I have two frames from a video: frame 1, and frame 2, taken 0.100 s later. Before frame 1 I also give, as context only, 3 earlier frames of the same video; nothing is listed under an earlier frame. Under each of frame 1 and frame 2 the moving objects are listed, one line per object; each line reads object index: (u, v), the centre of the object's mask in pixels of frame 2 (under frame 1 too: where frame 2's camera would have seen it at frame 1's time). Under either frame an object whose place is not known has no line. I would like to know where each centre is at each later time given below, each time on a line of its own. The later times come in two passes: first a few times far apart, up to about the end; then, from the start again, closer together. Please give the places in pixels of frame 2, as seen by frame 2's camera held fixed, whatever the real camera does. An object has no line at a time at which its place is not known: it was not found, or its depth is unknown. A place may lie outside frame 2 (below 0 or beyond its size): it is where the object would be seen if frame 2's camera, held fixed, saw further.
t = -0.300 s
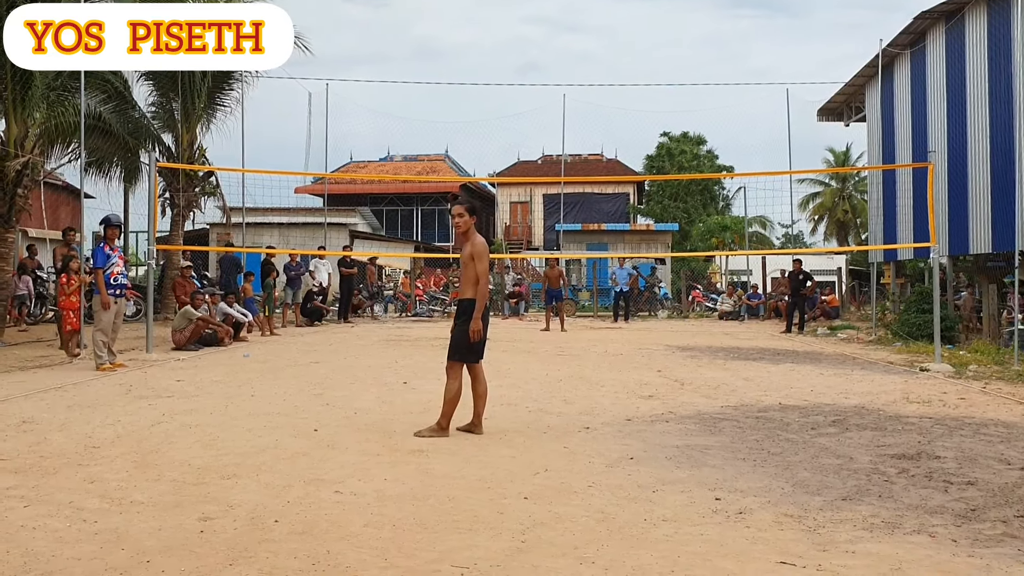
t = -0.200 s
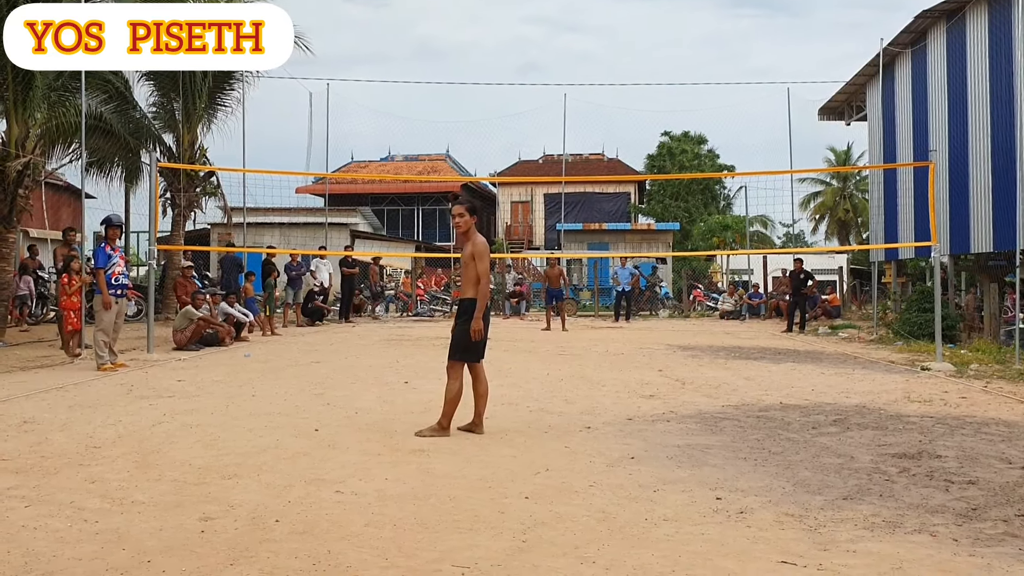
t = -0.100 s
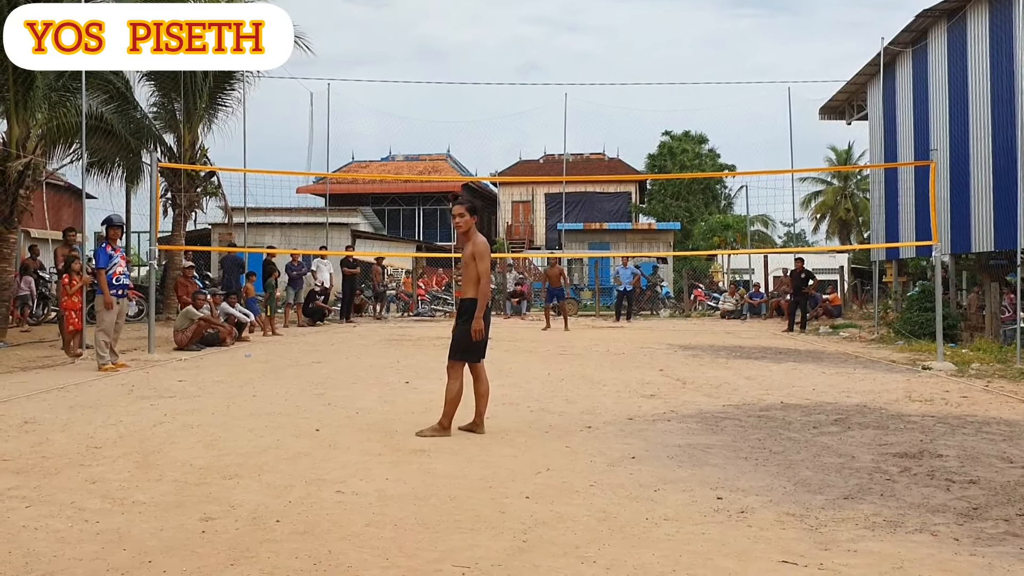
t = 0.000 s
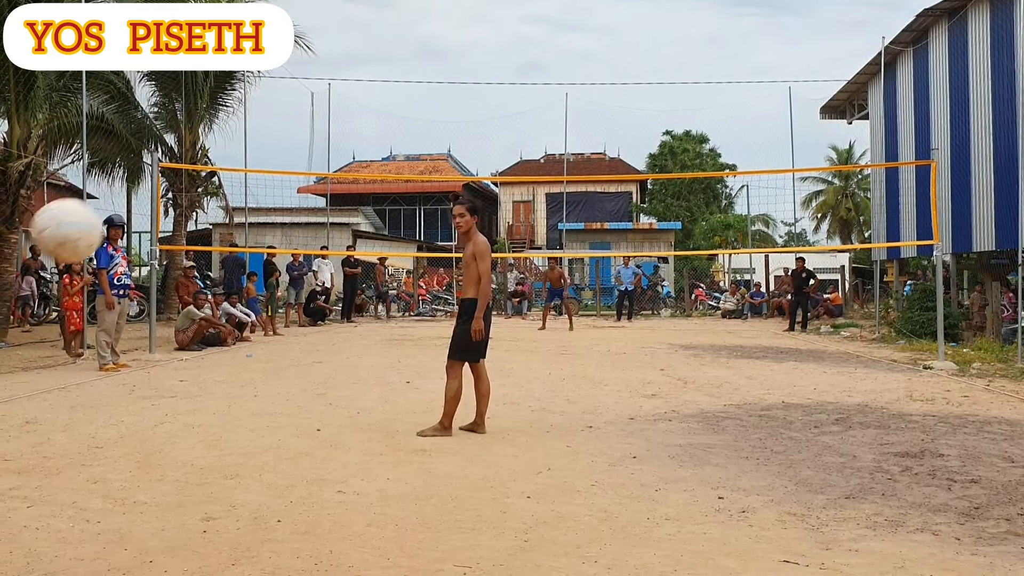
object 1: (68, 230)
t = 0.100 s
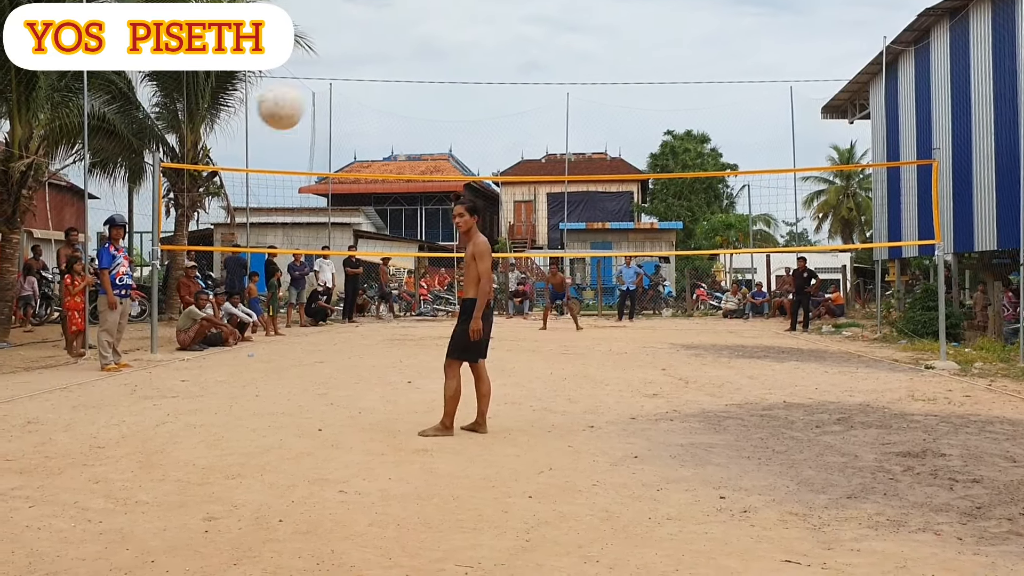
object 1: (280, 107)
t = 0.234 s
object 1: (421, 41)
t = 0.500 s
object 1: (550, 19)
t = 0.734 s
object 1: (601, 47)
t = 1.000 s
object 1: (632, 104)
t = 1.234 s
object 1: (652, 165)
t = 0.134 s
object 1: (326, 85)
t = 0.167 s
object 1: (362, 66)
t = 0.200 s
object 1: (394, 52)
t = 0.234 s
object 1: (421, 41)
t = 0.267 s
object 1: (445, 33)
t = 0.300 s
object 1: (465, 26)
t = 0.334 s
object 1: (483, 22)
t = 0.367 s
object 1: (499, 18)
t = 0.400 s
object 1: (514, 17)
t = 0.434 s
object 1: (527, 17)
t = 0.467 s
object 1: (539, 18)
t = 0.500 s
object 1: (550, 19)
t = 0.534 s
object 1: (559, 21)
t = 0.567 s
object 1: (568, 25)
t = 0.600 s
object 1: (576, 27)
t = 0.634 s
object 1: (583, 31)
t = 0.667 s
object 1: (590, 36)
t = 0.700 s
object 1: (595, 41)
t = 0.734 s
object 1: (601, 47)
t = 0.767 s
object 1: (606, 53)
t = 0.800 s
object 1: (611, 60)
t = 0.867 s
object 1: (619, 74)
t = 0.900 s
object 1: (623, 81)
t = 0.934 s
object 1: (626, 88)
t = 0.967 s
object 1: (629, 96)
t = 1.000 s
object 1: (632, 104)
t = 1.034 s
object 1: (636, 112)
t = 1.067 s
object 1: (638, 121)
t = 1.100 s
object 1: (641, 130)
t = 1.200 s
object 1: (649, 156)
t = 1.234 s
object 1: (652, 165)
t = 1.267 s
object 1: (654, 172)
